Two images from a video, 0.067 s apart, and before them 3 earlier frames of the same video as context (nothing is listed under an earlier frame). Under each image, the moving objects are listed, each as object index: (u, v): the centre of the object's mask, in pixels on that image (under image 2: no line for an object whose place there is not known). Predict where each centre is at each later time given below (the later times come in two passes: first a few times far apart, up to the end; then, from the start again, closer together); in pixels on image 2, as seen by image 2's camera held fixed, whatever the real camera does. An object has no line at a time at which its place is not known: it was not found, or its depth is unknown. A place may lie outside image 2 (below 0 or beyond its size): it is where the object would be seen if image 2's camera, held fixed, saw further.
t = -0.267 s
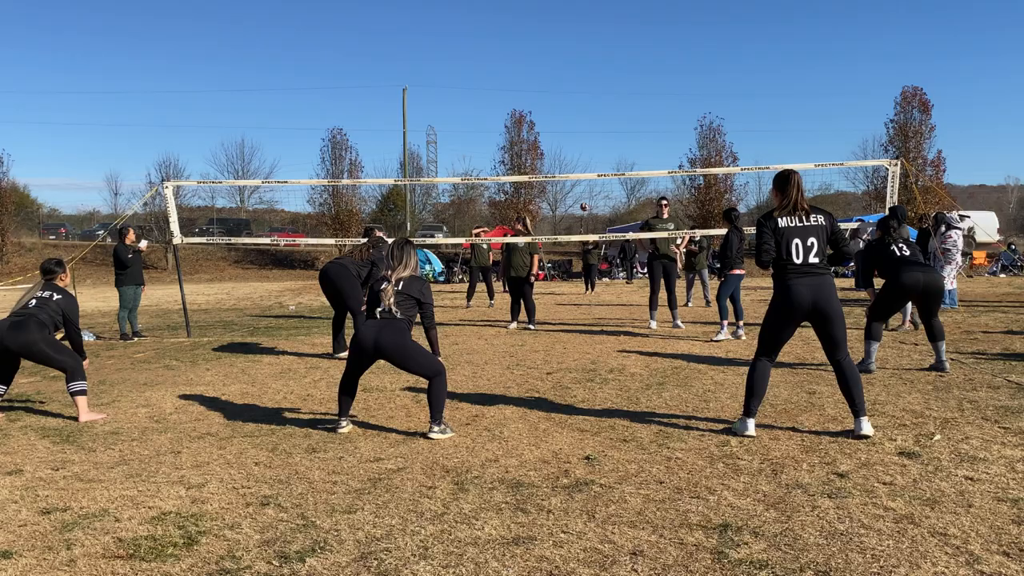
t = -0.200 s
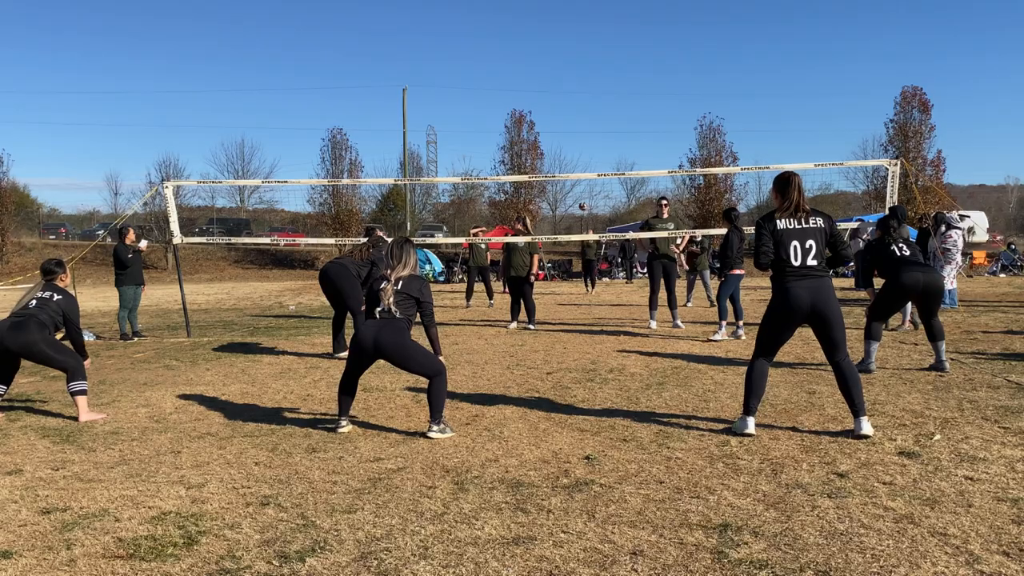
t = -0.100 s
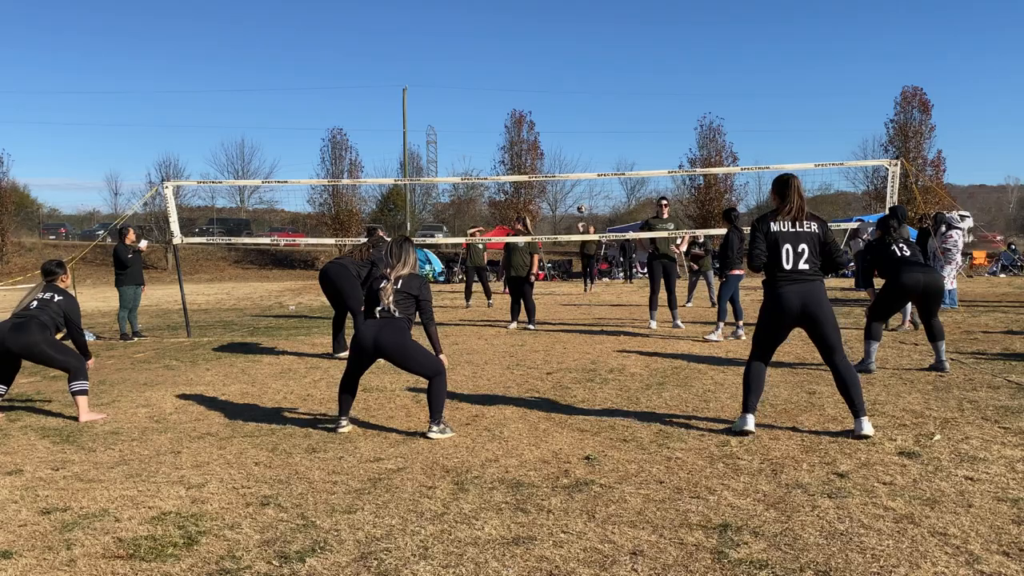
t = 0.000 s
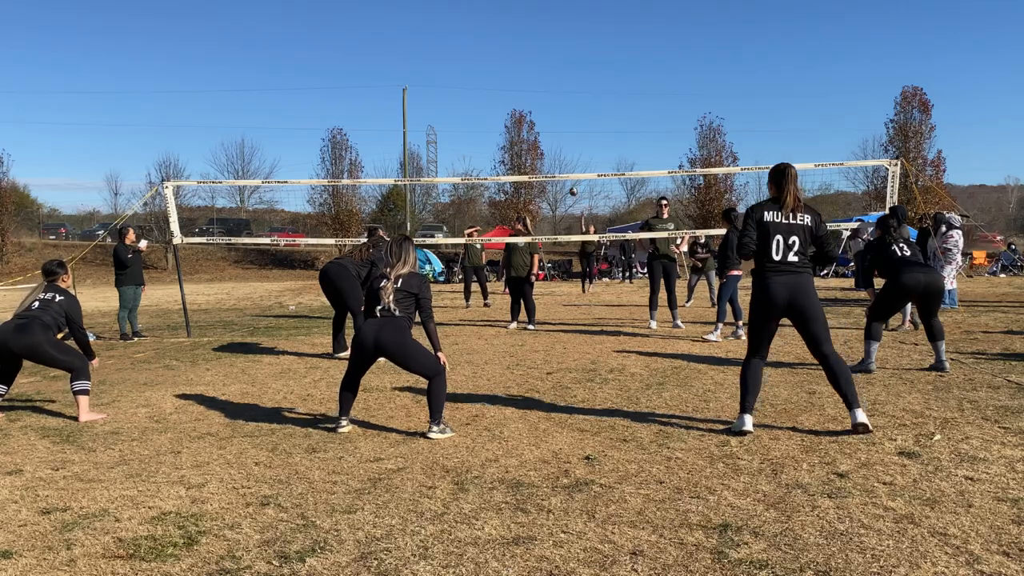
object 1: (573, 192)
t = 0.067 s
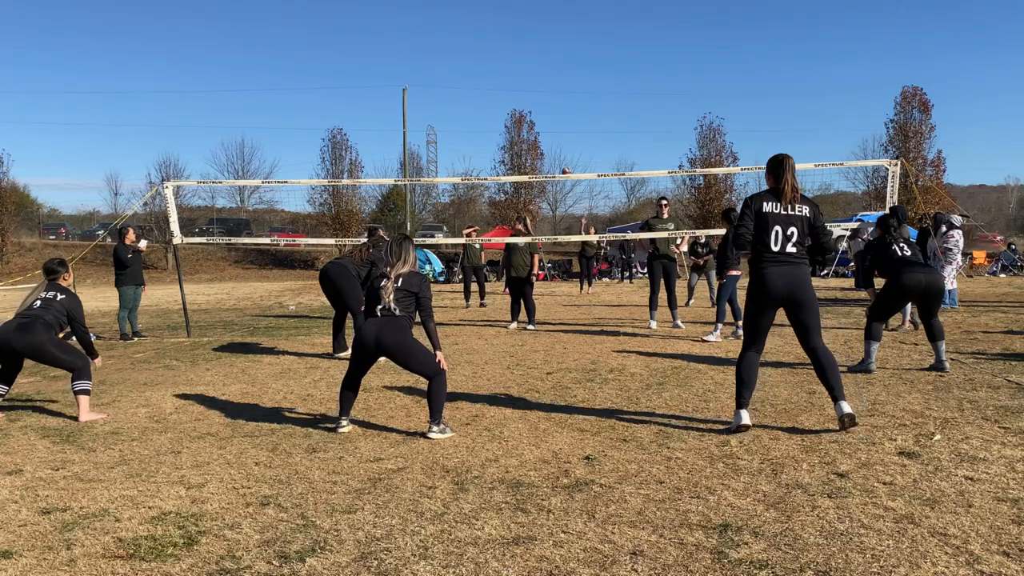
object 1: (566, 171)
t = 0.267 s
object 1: (539, 116)
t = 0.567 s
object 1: (484, 48)
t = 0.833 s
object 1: (417, 20)
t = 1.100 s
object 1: (325, 47)
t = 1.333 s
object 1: (203, 150)
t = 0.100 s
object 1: (562, 162)
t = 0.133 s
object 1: (558, 152)
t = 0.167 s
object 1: (554, 143)
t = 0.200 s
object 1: (549, 134)
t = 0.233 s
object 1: (544, 125)
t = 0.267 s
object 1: (539, 116)
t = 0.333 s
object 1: (529, 98)
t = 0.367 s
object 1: (523, 90)
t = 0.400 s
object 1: (517, 82)
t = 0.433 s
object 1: (511, 75)
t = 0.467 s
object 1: (505, 68)
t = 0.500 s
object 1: (498, 60)
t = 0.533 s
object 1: (491, 54)
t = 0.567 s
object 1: (484, 48)
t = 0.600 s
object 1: (476, 43)
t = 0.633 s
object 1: (469, 37)
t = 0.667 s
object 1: (461, 33)
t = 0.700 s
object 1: (453, 29)
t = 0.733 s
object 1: (444, 26)
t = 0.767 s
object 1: (435, 23)
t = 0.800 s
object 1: (426, 21)
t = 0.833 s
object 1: (417, 20)
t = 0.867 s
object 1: (407, 20)
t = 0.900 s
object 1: (397, 21)
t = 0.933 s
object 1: (387, 22)
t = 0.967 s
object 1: (375, 25)
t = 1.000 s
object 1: (364, 29)
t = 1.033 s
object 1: (352, 34)
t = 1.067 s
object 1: (339, 40)
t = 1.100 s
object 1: (325, 47)
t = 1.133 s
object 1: (311, 56)
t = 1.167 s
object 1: (295, 66)
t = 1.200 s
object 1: (279, 78)
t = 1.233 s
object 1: (261, 93)
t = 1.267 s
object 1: (243, 109)
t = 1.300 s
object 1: (223, 128)
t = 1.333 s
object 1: (203, 150)
